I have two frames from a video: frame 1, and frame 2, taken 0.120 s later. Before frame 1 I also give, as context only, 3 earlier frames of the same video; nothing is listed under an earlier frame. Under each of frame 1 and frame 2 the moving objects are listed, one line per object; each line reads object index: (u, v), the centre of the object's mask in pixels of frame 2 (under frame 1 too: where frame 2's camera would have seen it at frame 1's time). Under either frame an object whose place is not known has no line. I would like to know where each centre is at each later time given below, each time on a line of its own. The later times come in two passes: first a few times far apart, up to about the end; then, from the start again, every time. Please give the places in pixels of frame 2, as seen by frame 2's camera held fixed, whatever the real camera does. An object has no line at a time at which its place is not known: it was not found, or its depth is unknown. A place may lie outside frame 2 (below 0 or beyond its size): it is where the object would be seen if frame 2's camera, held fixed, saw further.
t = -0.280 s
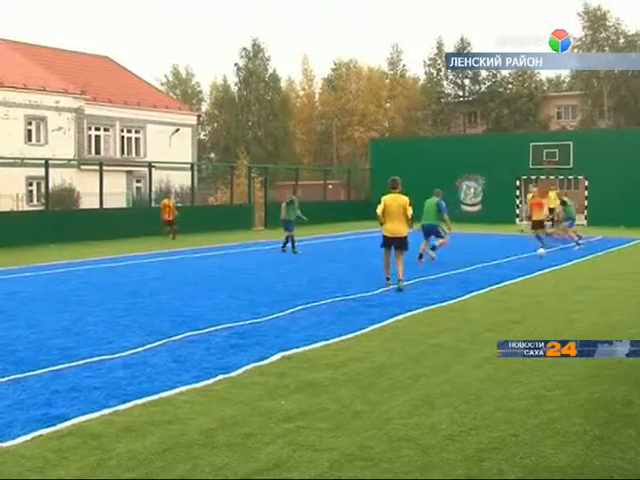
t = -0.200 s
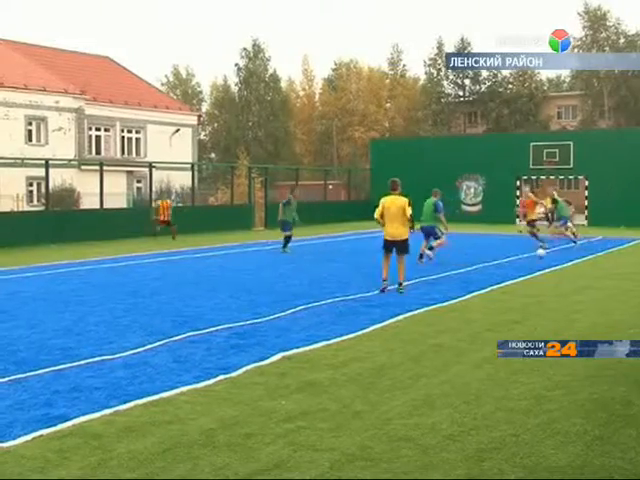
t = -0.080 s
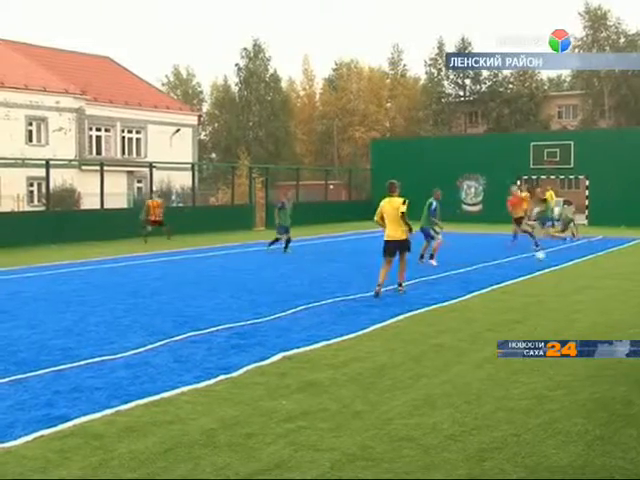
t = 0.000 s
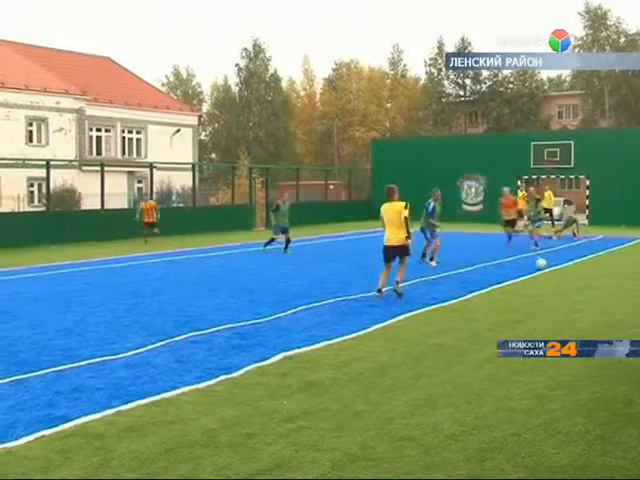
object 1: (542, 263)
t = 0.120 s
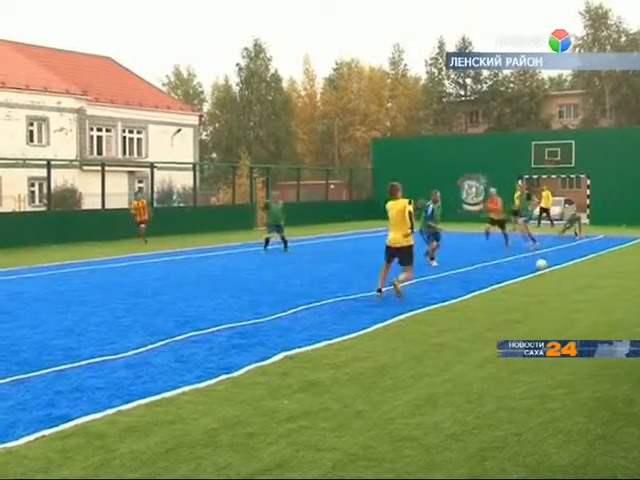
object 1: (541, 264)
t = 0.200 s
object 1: (542, 265)
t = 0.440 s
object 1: (543, 282)
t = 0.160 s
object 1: (541, 264)
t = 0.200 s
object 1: (542, 265)
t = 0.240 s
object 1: (541, 268)
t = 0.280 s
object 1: (541, 271)
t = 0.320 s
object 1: (541, 276)
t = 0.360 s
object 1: (542, 282)
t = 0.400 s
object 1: (542, 283)
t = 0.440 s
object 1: (543, 282)
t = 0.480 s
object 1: (542, 282)
